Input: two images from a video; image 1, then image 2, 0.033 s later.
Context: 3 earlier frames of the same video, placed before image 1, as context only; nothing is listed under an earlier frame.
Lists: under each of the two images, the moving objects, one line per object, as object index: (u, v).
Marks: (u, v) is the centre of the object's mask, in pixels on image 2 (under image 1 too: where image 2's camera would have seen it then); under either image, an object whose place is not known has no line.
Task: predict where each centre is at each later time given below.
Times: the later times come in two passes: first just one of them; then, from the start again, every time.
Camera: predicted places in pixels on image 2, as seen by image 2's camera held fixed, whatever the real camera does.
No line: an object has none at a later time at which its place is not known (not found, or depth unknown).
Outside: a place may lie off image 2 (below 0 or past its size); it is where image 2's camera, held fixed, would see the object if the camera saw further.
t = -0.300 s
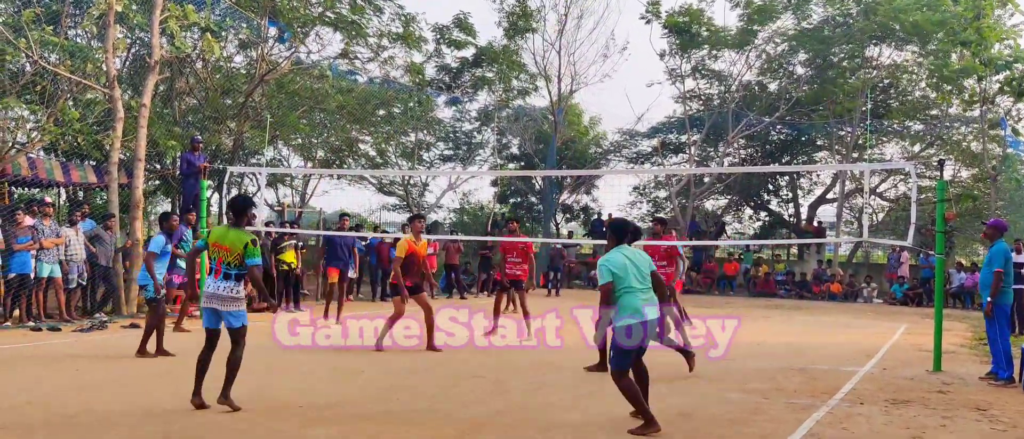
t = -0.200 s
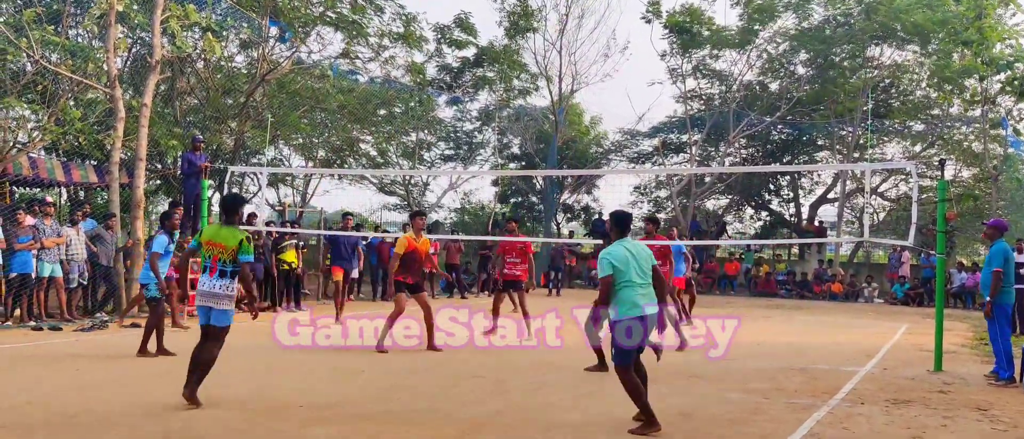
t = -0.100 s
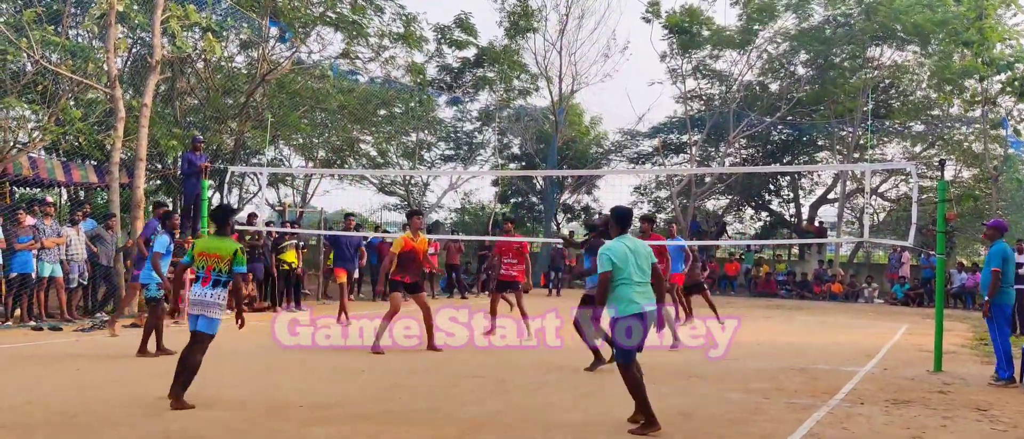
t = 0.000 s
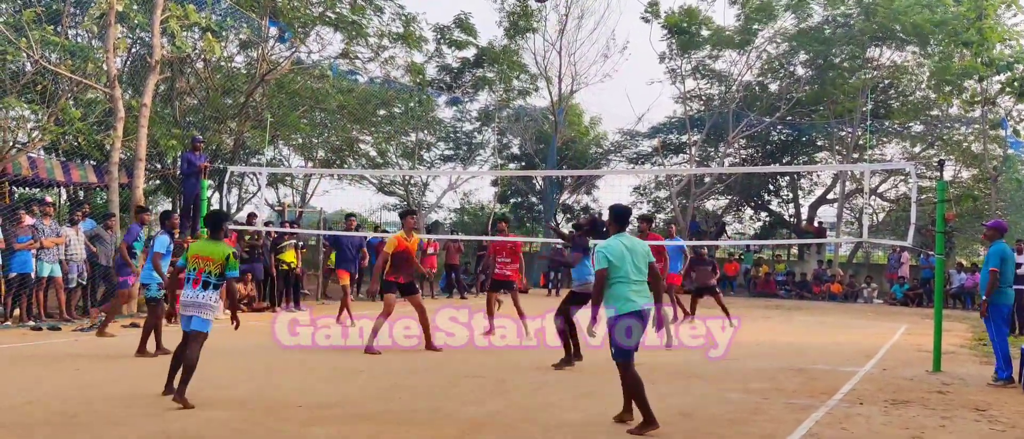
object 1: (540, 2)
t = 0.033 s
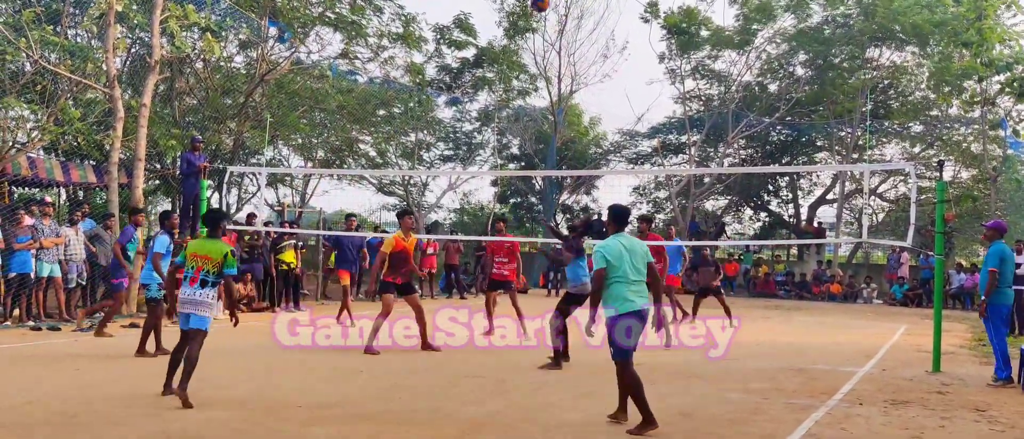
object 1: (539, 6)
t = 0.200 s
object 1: (536, 61)
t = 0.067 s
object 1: (539, 13)
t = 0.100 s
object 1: (538, 24)
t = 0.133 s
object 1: (537, 35)
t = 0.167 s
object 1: (537, 48)
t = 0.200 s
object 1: (536, 61)
